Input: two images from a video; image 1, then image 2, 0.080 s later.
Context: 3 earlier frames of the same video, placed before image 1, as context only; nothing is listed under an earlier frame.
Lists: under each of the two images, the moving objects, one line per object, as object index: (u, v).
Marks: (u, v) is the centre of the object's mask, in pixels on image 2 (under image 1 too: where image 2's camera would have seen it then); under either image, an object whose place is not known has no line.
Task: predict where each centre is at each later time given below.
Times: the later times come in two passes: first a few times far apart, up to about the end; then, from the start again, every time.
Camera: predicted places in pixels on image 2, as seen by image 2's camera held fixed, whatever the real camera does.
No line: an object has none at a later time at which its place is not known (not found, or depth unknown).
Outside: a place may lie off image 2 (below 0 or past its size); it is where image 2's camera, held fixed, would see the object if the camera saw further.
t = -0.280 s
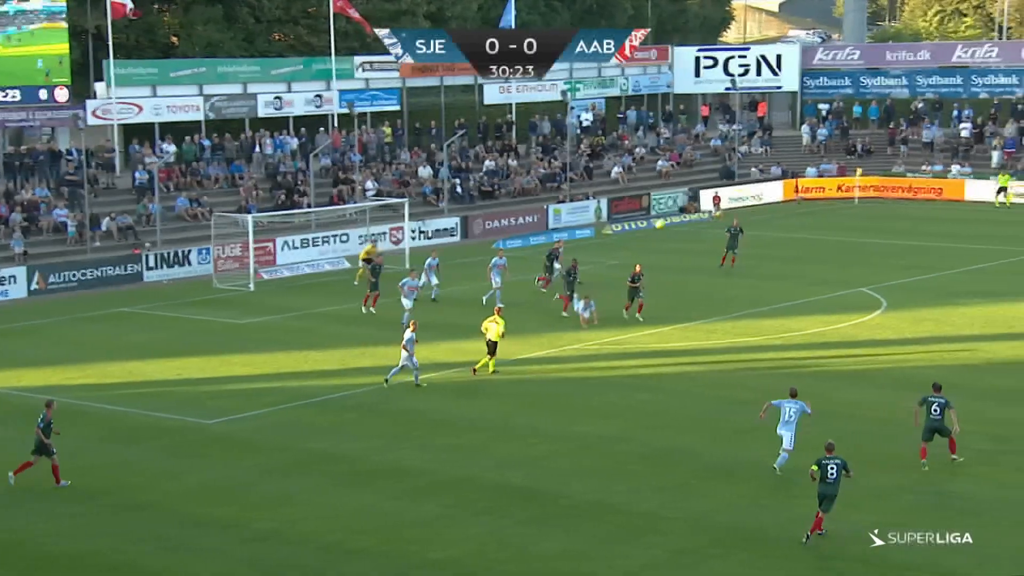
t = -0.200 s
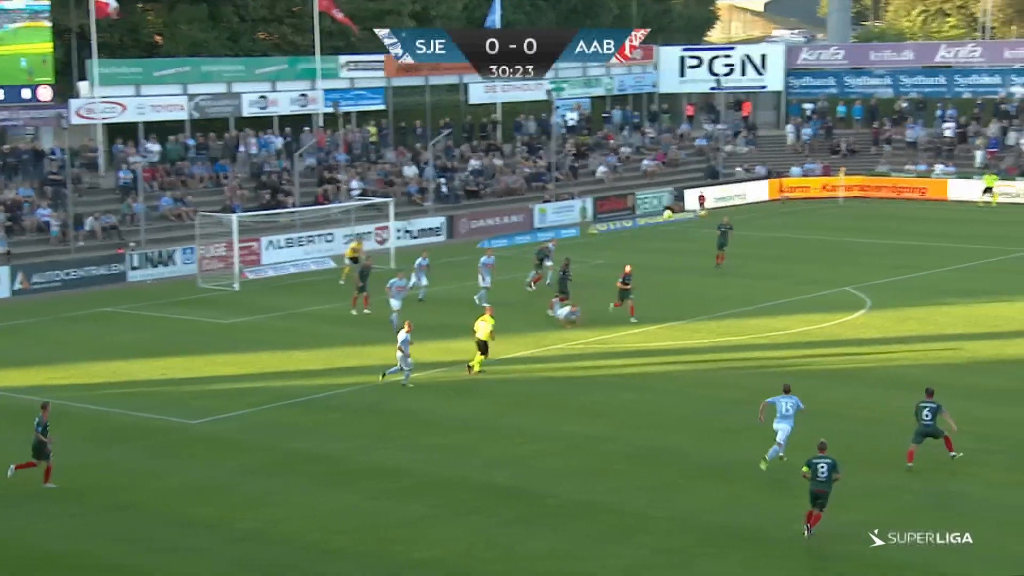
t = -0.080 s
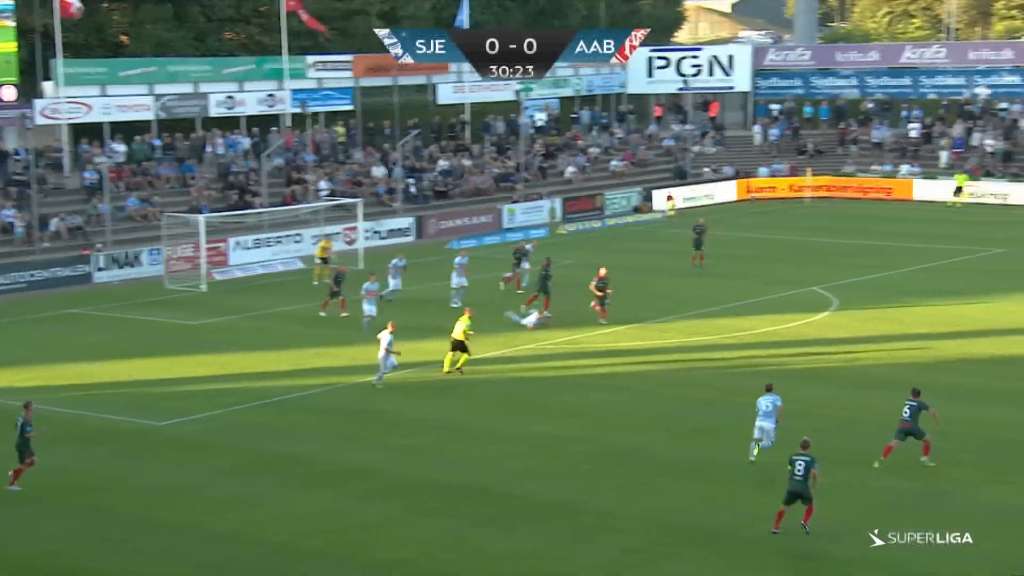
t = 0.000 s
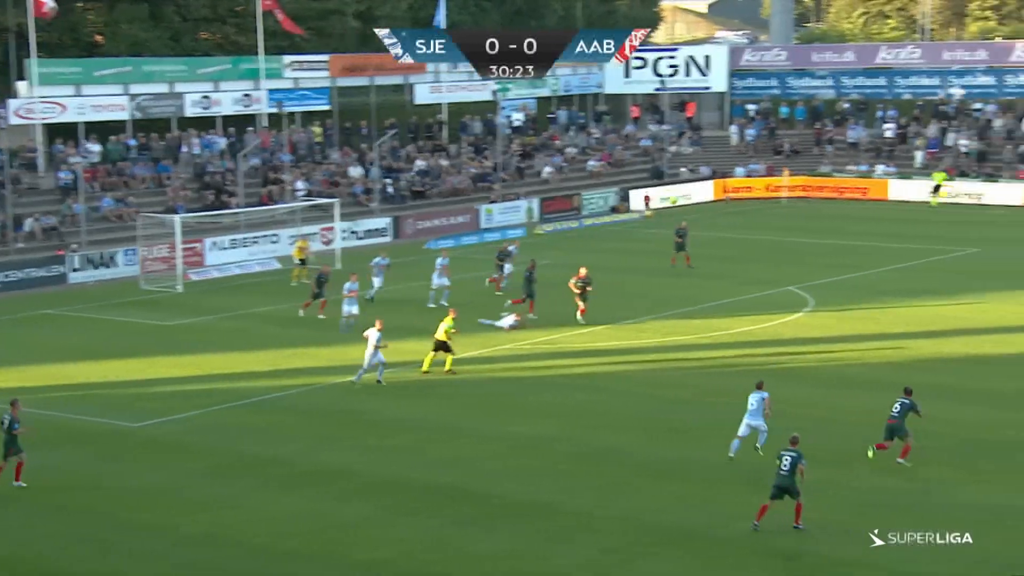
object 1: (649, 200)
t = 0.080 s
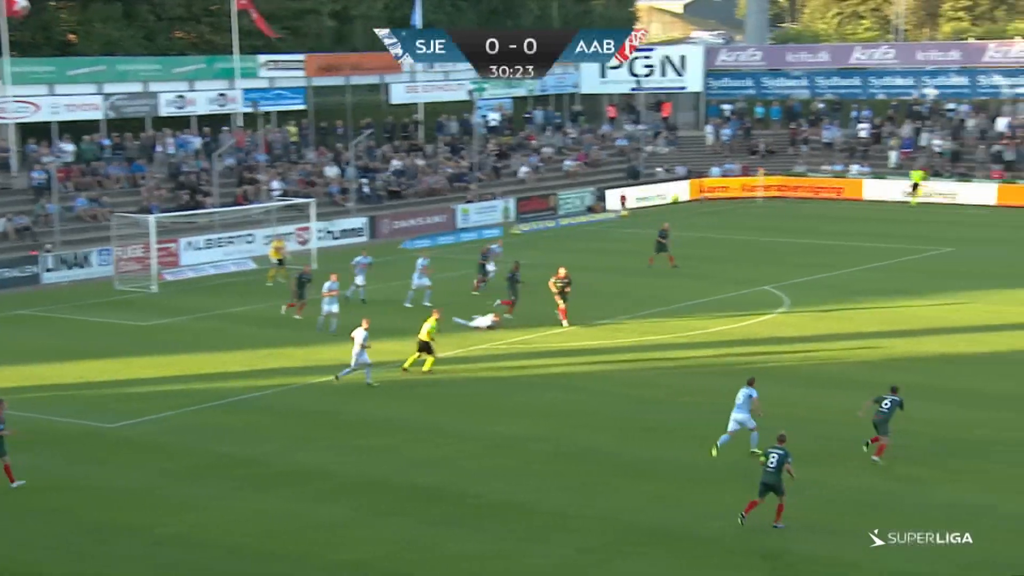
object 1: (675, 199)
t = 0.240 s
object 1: (729, 201)
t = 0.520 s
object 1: (833, 228)
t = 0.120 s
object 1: (688, 198)
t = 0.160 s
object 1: (702, 198)
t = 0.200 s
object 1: (714, 199)
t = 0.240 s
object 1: (729, 201)
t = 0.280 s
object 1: (743, 203)
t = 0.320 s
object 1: (757, 205)
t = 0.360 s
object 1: (772, 209)
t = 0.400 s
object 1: (787, 213)
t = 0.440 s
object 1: (802, 217)
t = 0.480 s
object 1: (818, 222)
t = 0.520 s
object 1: (833, 228)
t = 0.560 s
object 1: (849, 235)
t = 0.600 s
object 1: (864, 242)
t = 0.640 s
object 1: (880, 249)
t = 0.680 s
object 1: (896, 257)
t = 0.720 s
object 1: (913, 266)
